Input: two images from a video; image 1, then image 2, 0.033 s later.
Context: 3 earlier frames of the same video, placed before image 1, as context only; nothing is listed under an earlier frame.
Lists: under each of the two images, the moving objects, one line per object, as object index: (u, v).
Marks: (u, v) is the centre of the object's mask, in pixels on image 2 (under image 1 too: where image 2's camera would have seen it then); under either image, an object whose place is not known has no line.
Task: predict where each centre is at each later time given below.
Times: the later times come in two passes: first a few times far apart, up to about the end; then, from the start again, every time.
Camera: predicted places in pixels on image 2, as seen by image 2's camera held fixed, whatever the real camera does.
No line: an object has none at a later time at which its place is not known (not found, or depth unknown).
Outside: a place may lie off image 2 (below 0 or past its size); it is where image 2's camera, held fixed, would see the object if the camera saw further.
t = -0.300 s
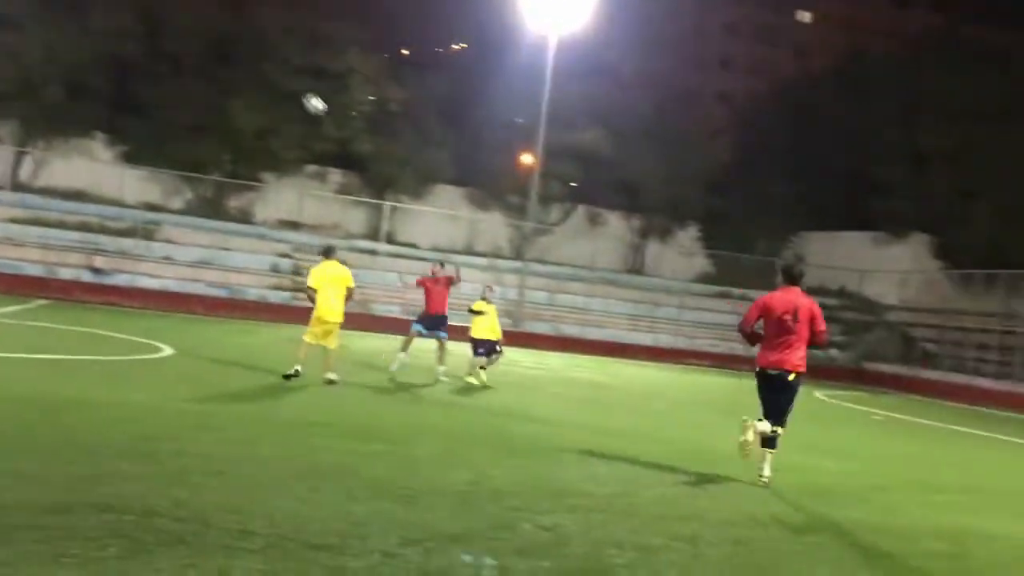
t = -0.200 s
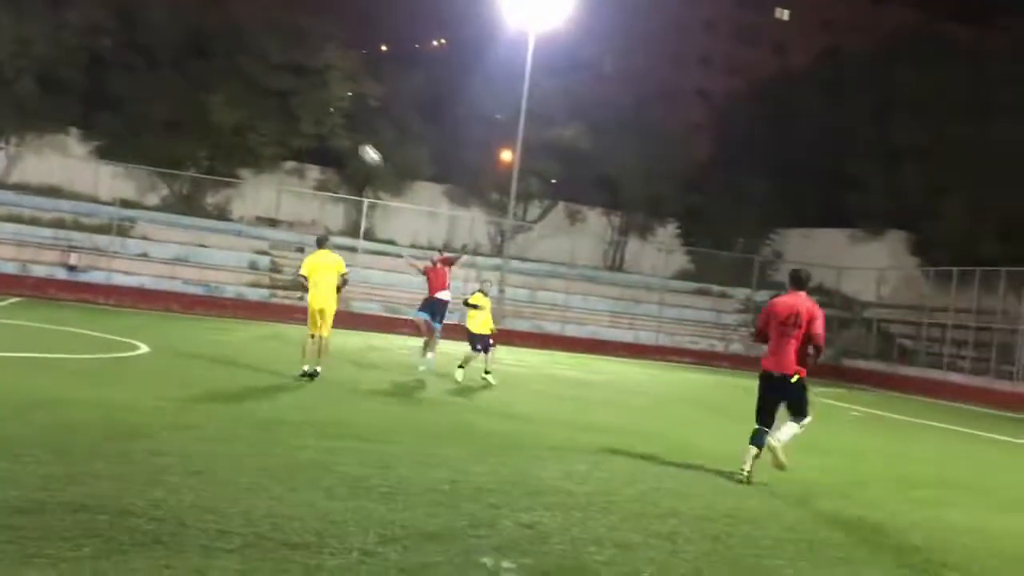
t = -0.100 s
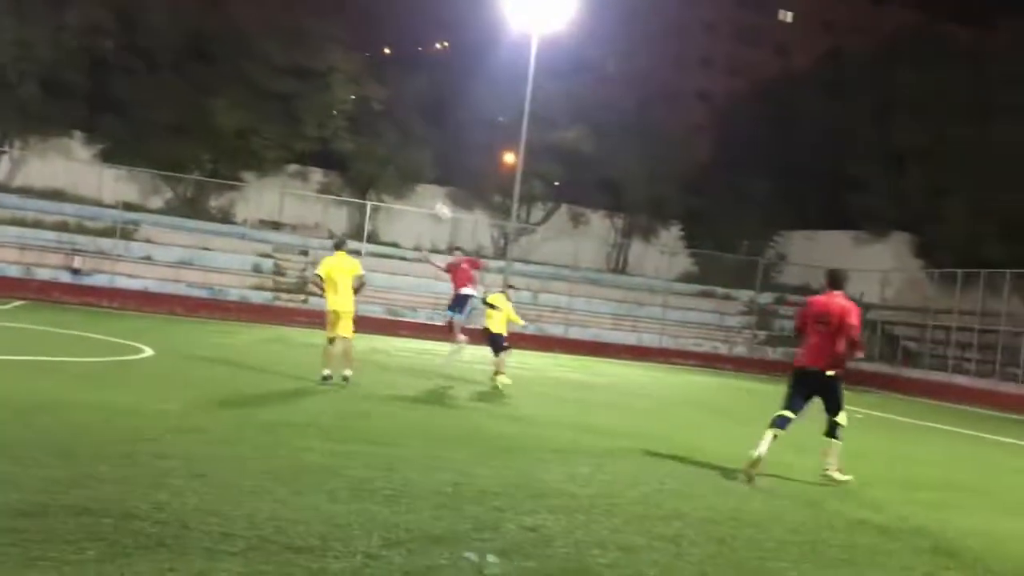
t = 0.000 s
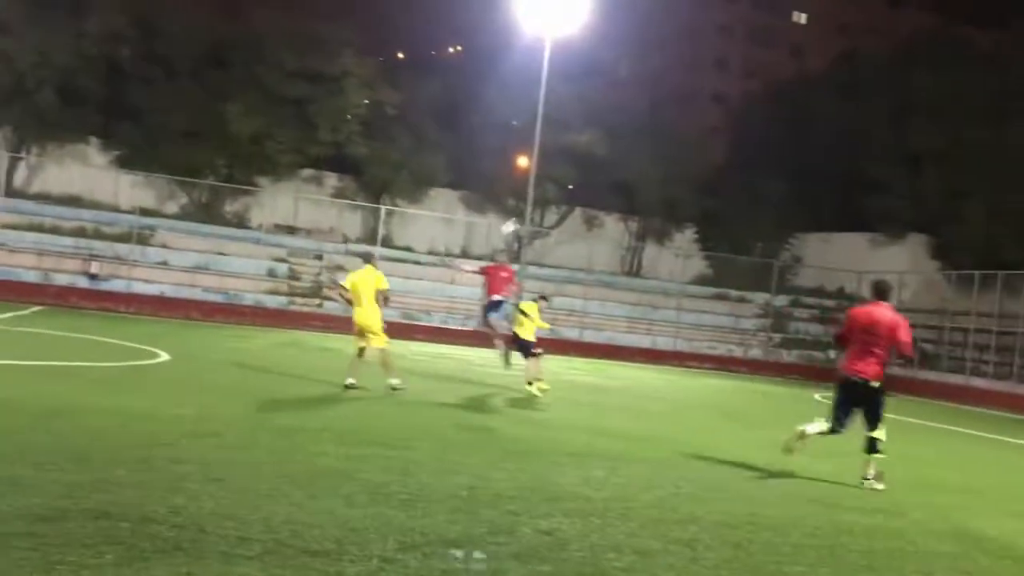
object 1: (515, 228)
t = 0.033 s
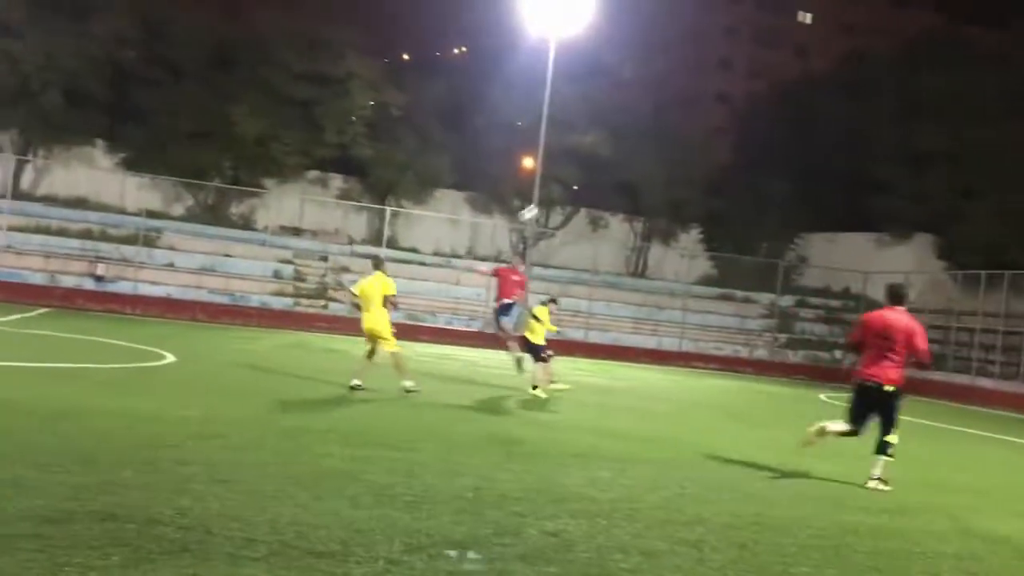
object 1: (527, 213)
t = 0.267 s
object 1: (634, 129)
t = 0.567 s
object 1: (779, 68)
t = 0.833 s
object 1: (924, 70)
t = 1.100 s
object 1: (1082, 137)
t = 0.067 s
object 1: (543, 200)
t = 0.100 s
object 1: (558, 187)
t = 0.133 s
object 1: (573, 174)
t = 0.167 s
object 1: (588, 162)
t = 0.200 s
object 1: (602, 150)
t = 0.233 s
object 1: (619, 139)
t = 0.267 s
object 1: (634, 129)
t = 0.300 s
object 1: (649, 120)
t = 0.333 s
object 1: (665, 111)
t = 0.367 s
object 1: (681, 102)
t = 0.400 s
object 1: (698, 94)
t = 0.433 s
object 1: (713, 87)
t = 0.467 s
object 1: (729, 81)
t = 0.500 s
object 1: (747, 76)
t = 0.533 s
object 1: (763, 71)
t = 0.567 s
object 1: (779, 68)
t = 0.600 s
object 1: (797, 66)
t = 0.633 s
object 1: (815, 63)
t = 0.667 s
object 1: (832, 61)
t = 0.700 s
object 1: (850, 62)
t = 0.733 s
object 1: (868, 62)
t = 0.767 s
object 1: (886, 64)
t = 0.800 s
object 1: (905, 66)
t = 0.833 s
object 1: (924, 70)
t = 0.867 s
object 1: (942, 74)
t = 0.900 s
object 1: (961, 79)
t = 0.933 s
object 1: (981, 87)
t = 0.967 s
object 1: (999, 94)
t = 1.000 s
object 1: (1018, 104)
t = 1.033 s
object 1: (1040, 113)
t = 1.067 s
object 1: (1061, 124)
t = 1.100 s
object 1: (1082, 137)
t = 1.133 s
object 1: (1103, 151)
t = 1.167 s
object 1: (1123, 166)
